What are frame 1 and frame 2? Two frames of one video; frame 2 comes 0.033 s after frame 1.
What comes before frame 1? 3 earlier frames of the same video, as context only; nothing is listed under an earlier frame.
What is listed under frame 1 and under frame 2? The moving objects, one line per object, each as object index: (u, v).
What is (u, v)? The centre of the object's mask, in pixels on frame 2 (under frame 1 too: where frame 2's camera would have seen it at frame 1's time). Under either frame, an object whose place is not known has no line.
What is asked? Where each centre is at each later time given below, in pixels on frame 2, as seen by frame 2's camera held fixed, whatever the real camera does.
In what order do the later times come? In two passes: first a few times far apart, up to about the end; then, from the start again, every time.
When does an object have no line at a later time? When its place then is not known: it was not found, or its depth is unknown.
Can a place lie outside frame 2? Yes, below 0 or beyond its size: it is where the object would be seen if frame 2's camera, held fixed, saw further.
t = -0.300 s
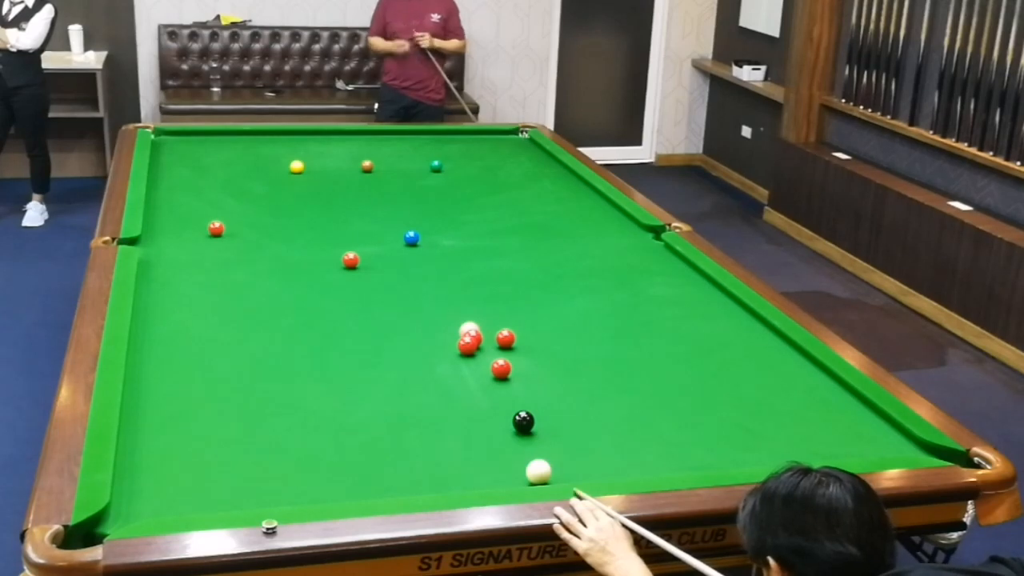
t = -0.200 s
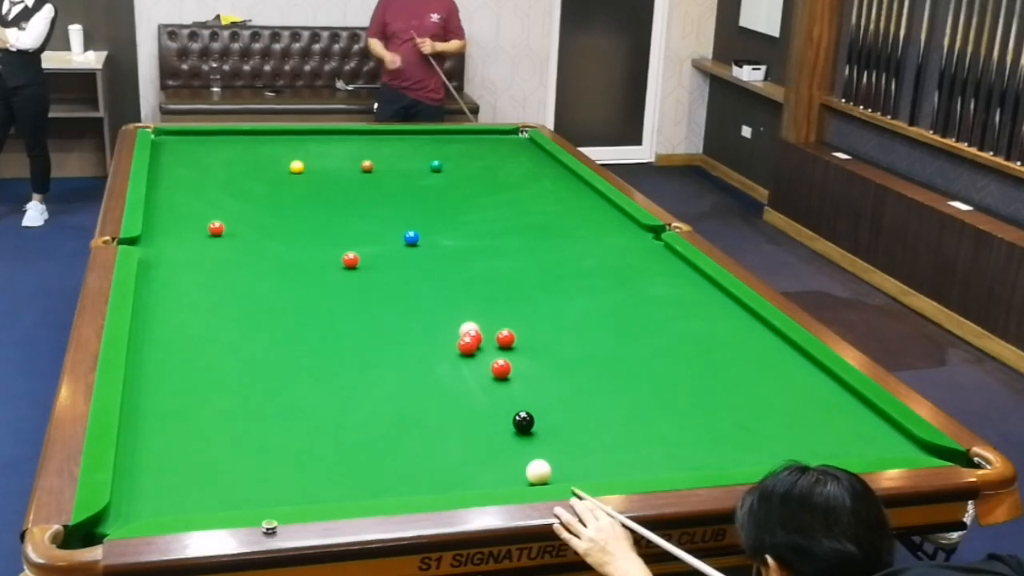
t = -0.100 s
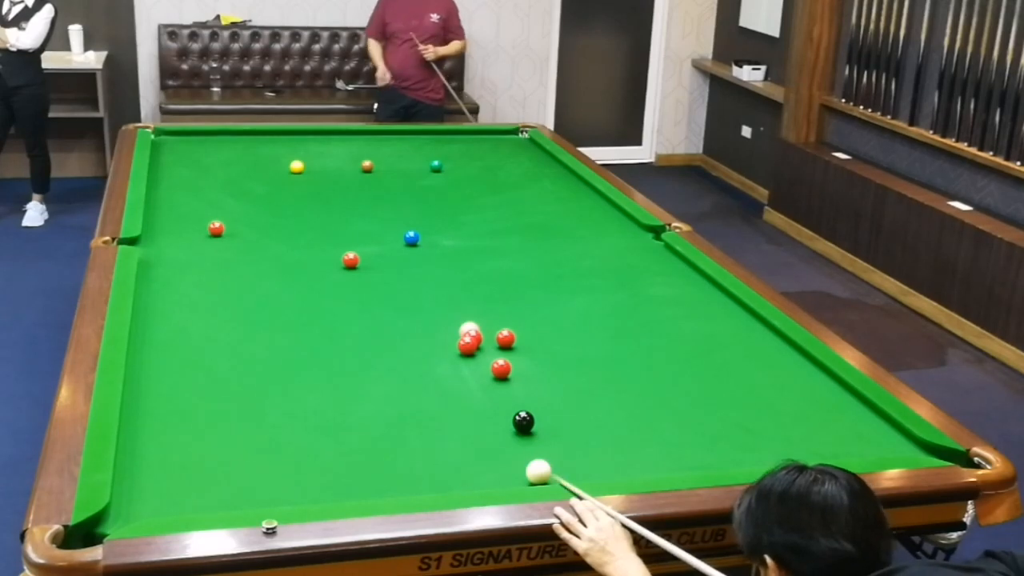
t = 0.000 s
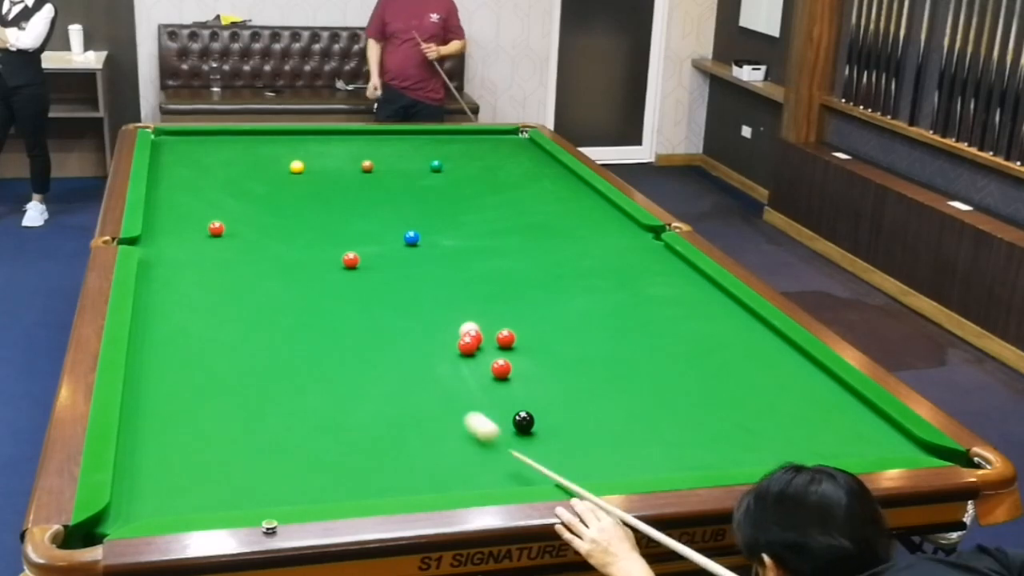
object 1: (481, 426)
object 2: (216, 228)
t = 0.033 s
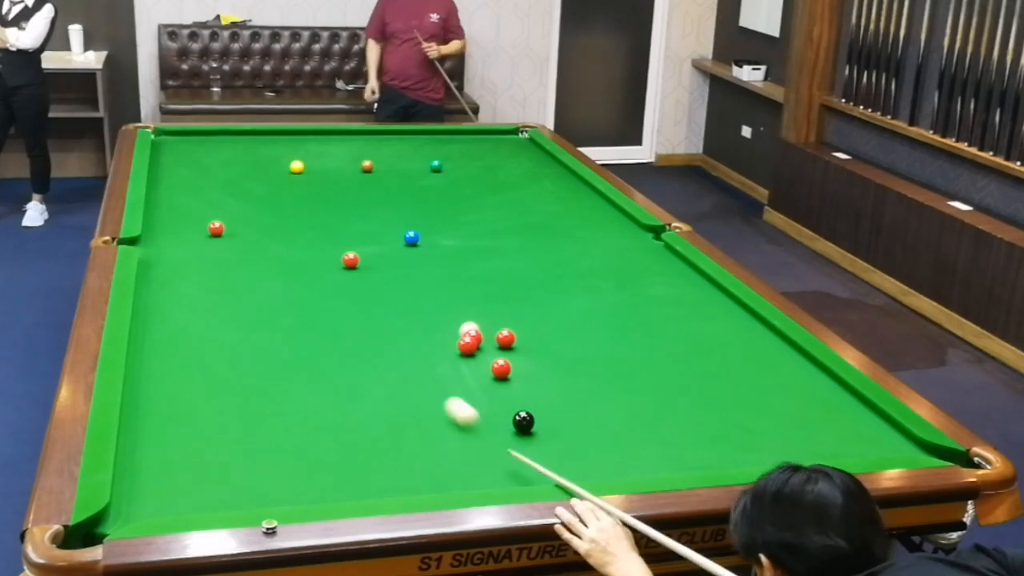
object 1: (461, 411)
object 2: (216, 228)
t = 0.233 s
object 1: (359, 335)
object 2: (216, 228)
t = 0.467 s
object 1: (270, 268)
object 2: (216, 228)
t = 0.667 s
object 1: (224, 231)
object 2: (206, 221)
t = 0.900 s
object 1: (223, 223)
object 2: (154, 189)
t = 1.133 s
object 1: (215, 211)
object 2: (179, 170)
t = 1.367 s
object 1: (207, 199)
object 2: (199, 153)
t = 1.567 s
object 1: (202, 191)
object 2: (215, 142)
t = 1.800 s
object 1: (195, 181)
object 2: (231, 134)
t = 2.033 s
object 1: (189, 173)
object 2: (252, 143)
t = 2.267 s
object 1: (184, 165)
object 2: (272, 151)
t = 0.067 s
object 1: (442, 397)
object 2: (216, 228)
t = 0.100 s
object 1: (424, 383)
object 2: (216, 228)
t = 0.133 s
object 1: (406, 370)
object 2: (216, 228)
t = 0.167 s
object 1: (390, 358)
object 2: (216, 228)
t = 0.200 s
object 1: (374, 346)
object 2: (216, 228)
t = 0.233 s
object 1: (359, 335)
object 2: (216, 228)
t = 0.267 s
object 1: (345, 324)
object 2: (216, 228)
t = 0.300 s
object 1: (331, 314)
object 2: (216, 228)
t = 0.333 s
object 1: (318, 304)
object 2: (216, 228)
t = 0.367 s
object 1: (305, 294)
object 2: (216, 228)
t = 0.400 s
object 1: (293, 285)
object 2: (216, 228)
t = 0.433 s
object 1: (281, 276)
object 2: (216, 228)
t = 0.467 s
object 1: (270, 268)
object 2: (216, 228)
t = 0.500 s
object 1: (260, 260)
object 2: (216, 228)
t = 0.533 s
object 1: (250, 252)
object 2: (216, 228)
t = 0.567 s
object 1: (240, 245)
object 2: (216, 228)
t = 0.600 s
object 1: (230, 237)
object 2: (215, 227)
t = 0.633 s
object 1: (223, 232)
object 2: (211, 225)
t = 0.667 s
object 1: (224, 231)
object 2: (206, 221)
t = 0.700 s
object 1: (225, 231)
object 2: (196, 215)
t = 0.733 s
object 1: (225, 230)
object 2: (188, 210)
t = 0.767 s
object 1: (226, 229)
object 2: (180, 206)
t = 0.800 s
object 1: (225, 228)
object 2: (173, 201)
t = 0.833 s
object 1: (225, 226)
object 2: (166, 197)
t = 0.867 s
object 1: (224, 225)
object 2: (159, 193)
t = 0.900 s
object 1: (223, 223)
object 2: (154, 189)
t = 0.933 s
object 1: (222, 221)
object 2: (157, 186)
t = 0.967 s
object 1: (221, 219)
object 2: (161, 183)
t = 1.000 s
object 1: (219, 217)
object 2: (166, 180)
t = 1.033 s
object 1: (218, 216)
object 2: (169, 178)
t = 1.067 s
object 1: (217, 214)
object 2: (172, 175)
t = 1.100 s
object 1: (216, 212)
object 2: (176, 173)
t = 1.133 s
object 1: (215, 211)
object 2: (179, 170)
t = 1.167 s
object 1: (214, 209)
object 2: (182, 168)
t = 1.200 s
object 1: (213, 207)
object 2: (185, 165)
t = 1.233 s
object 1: (212, 206)
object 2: (188, 163)
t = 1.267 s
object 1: (211, 204)
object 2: (191, 161)
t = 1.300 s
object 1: (209, 202)
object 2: (194, 158)
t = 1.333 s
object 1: (209, 201)
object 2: (197, 156)
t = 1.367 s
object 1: (207, 199)
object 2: (199, 153)
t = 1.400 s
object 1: (207, 198)
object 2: (202, 152)
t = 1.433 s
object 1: (206, 196)
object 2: (204, 150)
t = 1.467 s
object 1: (205, 195)
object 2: (207, 147)
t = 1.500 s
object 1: (204, 194)
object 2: (210, 146)
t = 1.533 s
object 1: (203, 192)
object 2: (212, 144)
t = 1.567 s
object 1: (202, 191)
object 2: (215, 142)
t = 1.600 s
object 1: (201, 189)
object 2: (217, 140)
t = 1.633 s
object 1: (200, 188)
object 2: (219, 138)
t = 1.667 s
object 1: (199, 186)
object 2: (222, 136)
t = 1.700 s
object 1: (198, 185)
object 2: (224, 134)
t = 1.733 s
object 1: (197, 184)
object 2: (226, 133)
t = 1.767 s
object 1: (196, 183)
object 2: (229, 133)
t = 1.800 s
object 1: (195, 181)
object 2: (231, 134)
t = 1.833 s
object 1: (194, 180)
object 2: (234, 135)
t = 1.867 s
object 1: (193, 179)
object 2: (237, 137)
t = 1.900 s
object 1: (193, 178)
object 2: (240, 138)
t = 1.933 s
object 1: (192, 177)
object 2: (243, 139)
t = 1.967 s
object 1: (191, 175)
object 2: (246, 140)
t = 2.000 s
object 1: (190, 174)
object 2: (249, 142)
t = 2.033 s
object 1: (189, 173)
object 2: (252, 143)
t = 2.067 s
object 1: (189, 172)
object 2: (254, 144)
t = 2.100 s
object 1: (188, 171)
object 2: (257, 145)
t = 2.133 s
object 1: (187, 170)
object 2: (260, 147)
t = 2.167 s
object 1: (186, 168)
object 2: (263, 148)
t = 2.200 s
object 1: (186, 167)
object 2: (266, 149)
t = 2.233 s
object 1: (185, 166)
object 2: (269, 150)
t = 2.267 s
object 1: (184, 165)
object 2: (272, 151)
